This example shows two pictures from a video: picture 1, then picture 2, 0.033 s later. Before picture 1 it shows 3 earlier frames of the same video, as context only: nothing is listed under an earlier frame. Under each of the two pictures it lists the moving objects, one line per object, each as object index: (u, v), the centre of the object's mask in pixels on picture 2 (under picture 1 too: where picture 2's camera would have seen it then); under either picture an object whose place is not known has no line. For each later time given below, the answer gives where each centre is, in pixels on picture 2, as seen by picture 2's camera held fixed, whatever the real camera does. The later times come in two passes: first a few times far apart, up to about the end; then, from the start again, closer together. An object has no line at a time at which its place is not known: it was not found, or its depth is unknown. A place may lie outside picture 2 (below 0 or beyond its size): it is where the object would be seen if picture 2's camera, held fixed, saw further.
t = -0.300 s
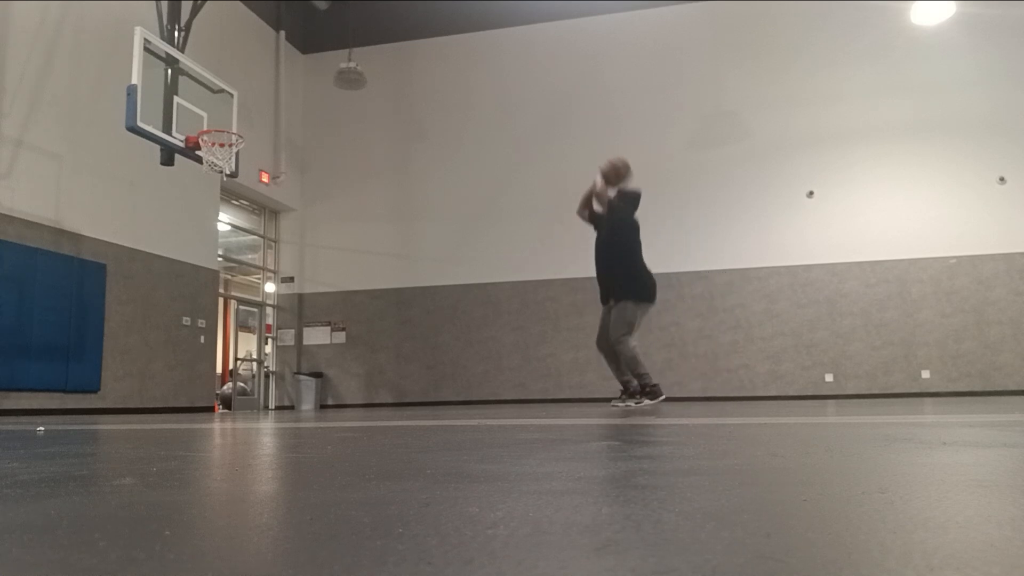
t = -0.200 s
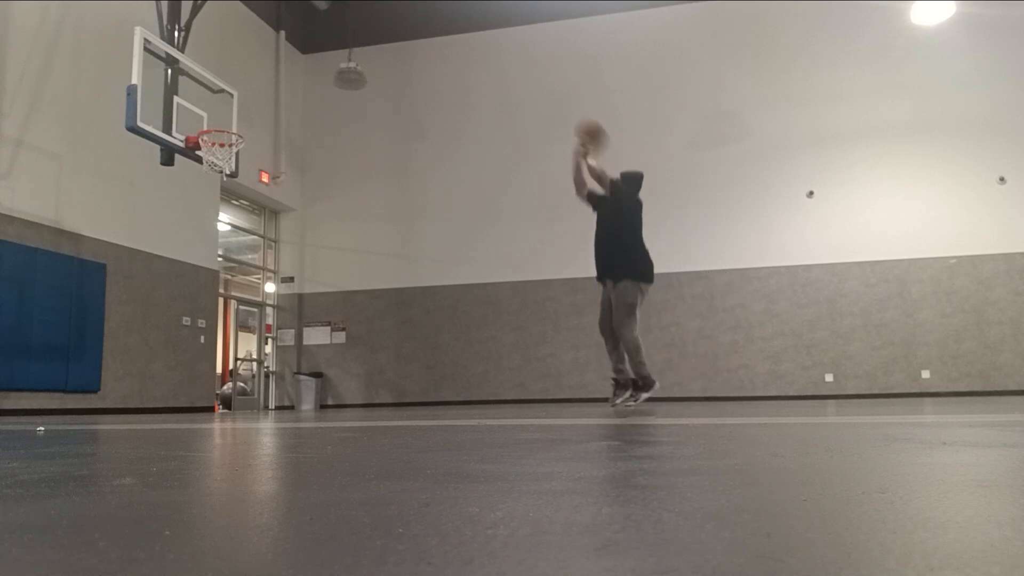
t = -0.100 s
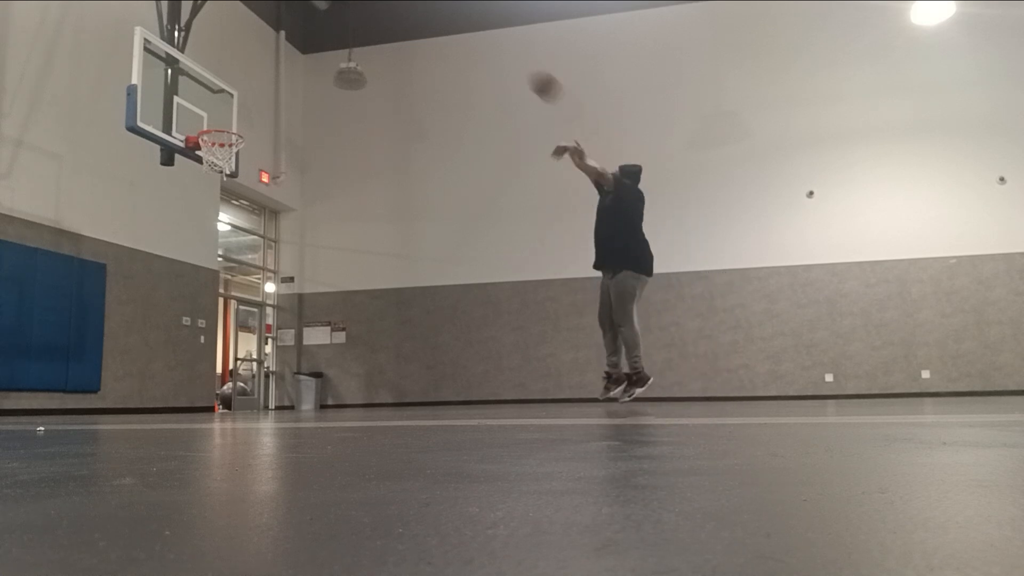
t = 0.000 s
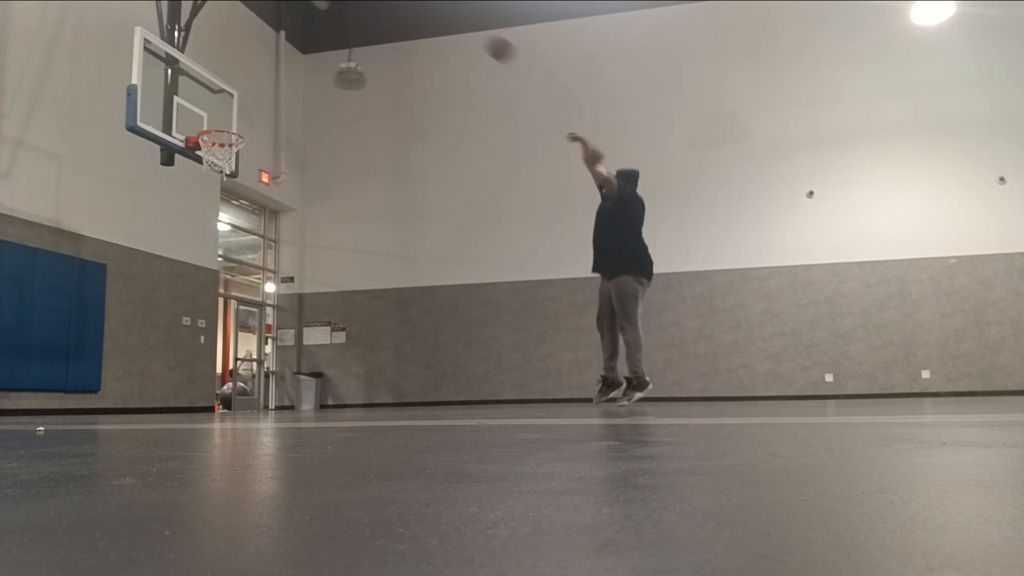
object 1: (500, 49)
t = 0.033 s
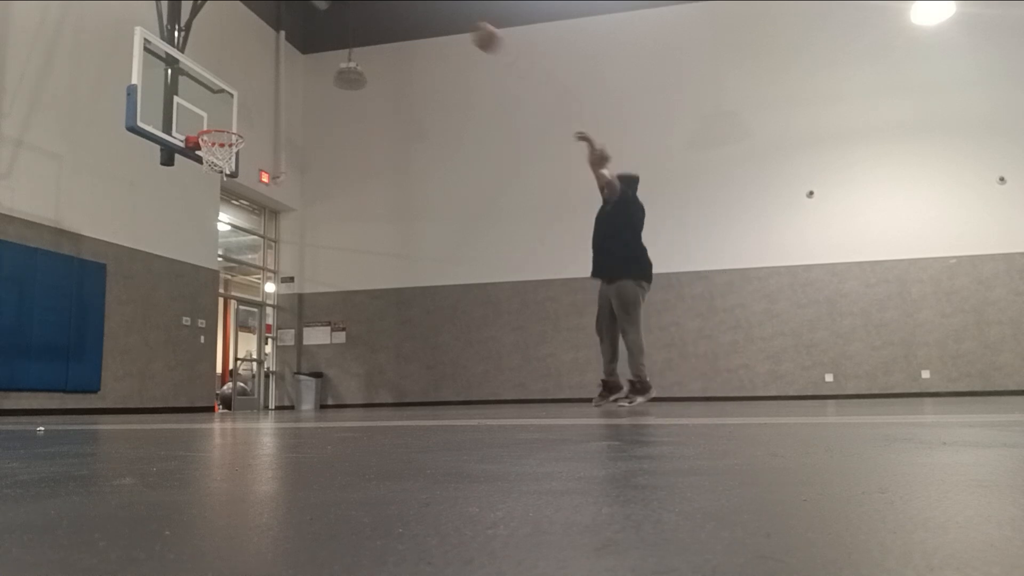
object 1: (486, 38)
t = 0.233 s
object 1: (416, 7)
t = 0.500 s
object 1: (325, 25)
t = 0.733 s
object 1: (255, 90)
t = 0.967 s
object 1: (208, 162)
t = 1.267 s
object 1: (219, 172)
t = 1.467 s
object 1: (227, 190)
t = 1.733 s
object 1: (229, 282)
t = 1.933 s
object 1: (230, 391)
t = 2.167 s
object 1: (222, 307)
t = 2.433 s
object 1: (209, 247)
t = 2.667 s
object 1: (196, 248)
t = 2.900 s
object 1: (180, 297)
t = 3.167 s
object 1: (162, 395)
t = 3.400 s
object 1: (163, 314)
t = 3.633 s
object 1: (162, 288)
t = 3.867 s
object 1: (158, 313)
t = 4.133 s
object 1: (152, 397)
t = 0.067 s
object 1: (474, 30)
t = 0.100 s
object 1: (462, 22)
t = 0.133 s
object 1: (450, 11)
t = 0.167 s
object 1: (439, 7)
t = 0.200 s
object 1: (428, 6)
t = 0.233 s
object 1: (416, 7)
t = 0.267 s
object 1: (403, 5)
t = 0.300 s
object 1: (392, 6)
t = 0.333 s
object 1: (378, 7)
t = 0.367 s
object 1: (367, 8)
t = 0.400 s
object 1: (357, 10)
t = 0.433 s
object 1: (345, 15)
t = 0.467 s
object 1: (335, 19)
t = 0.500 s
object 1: (325, 25)
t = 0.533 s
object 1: (315, 31)
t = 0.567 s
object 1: (305, 40)
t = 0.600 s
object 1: (294, 49)
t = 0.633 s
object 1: (283, 58)
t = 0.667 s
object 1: (274, 69)
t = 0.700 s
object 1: (263, 79)
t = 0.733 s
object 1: (255, 90)
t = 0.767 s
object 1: (247, 102)
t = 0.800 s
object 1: (237, 115)
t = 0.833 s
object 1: (227, 123)
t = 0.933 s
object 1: (208, 163)
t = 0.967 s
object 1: (208, 162)
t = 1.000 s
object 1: (209, 163)
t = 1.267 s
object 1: (219, 172)
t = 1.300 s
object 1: (220, 173)
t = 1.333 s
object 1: (222, 173)
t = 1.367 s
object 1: (226, 174)
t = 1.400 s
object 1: (225, 179)
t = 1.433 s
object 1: (226, 185)
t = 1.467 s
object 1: (227, 190)
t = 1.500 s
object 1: (227, 194)
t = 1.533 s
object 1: (227, 207)
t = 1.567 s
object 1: (229, 217)
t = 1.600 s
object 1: (229, 230)
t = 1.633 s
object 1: (229, 239)
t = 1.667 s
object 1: (230, 253)
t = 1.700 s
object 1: (230, 267)
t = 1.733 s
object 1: (229, 282)
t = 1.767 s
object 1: (231, 291)
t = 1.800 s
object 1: (230, 310)
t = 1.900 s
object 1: (234, 371)
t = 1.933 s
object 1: (230, 391)
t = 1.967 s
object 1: (231, 396)
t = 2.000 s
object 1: (231, 379)
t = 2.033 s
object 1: (229, 365)
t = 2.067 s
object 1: (228, 348)
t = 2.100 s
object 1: (226, 333)
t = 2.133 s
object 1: (224, 319)
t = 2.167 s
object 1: (222, 307)
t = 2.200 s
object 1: (221, 296)
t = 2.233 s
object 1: (221, 286)
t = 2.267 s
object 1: (217, 278)
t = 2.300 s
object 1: (216, 269)
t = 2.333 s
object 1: (214, 262)
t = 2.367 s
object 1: (213, 255)
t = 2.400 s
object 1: (211, 251)
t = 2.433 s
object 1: (209, 247)
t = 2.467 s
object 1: (207, 244)
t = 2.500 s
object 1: (205, 242)
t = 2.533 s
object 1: (203, 241)
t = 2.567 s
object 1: (201, 242)
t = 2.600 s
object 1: (199, 243)
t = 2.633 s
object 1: (198, 245)
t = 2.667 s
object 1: (196, 248)
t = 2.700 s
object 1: (194, 251)
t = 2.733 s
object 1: (192, 256)
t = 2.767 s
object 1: (189, 263)
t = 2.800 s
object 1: (187, 270)
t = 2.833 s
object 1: (185, 276)
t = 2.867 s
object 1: (182, 287)
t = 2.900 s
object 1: (180, 297)
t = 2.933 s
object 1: (178, 308)
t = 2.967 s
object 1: (175, 321)
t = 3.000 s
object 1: (173, 334)
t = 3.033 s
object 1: (170, 349)
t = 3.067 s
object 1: (167, 366)
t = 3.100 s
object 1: (165, 381)
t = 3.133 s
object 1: (163, 396)
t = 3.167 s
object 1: (162, 395)
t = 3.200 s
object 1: (162, 381)
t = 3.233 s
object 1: (162, 367)
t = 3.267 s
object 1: (163, 353)
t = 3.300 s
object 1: (163, 342)
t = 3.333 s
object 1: (163, 331)
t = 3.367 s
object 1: (163, 322)
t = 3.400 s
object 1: (163, 314)
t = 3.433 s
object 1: (163, 307)
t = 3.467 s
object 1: (163, 301)
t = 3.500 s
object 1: (163, 296)
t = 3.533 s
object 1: (163, 293)
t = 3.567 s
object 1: (162, 290)
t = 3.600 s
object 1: (162, 288)
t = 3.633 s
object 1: (162, 288)
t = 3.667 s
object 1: (161, 288)
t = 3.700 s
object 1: (161, 289)
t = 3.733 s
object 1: (160, 291)
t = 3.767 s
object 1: (160, 296)
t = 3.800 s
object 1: (159, 300)
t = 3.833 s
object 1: (159, 306)
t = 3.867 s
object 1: (158, 313)
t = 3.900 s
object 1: (158, 321)
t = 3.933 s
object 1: (157, 330)
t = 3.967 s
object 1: (156, 340)
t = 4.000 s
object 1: (155, 351)
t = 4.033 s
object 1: (154, 366)
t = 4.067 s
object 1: (153, 377)
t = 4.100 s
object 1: (152, 390)
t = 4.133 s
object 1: (152, 397)
